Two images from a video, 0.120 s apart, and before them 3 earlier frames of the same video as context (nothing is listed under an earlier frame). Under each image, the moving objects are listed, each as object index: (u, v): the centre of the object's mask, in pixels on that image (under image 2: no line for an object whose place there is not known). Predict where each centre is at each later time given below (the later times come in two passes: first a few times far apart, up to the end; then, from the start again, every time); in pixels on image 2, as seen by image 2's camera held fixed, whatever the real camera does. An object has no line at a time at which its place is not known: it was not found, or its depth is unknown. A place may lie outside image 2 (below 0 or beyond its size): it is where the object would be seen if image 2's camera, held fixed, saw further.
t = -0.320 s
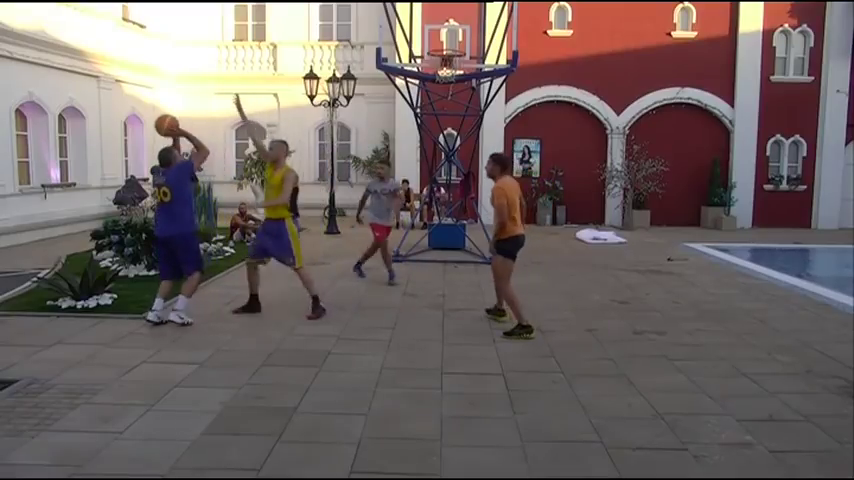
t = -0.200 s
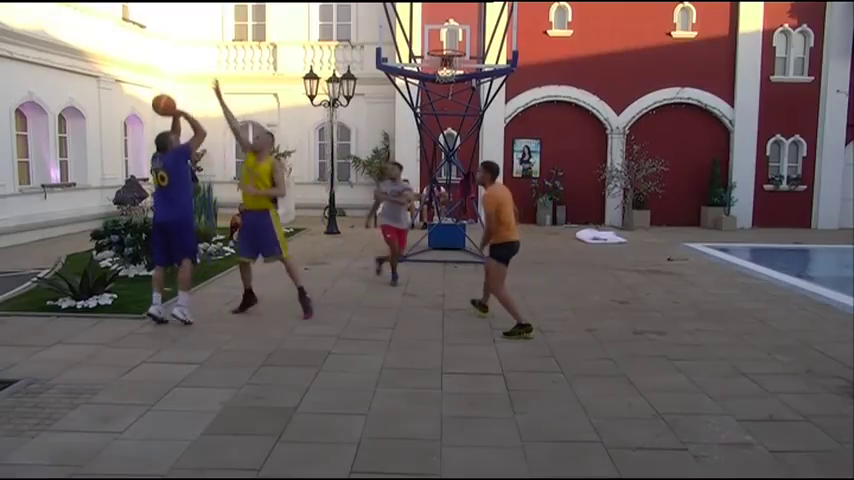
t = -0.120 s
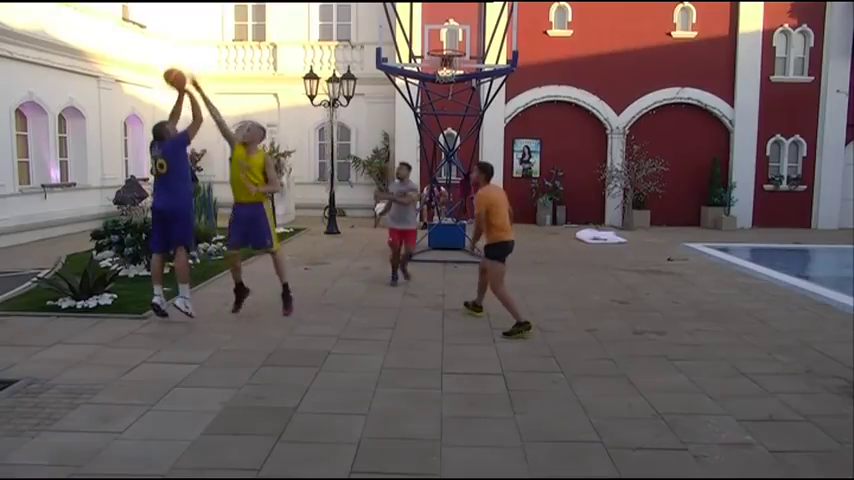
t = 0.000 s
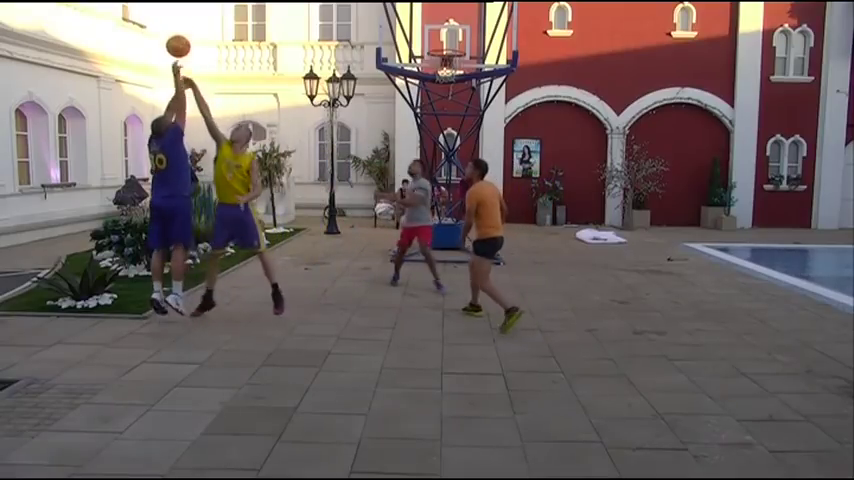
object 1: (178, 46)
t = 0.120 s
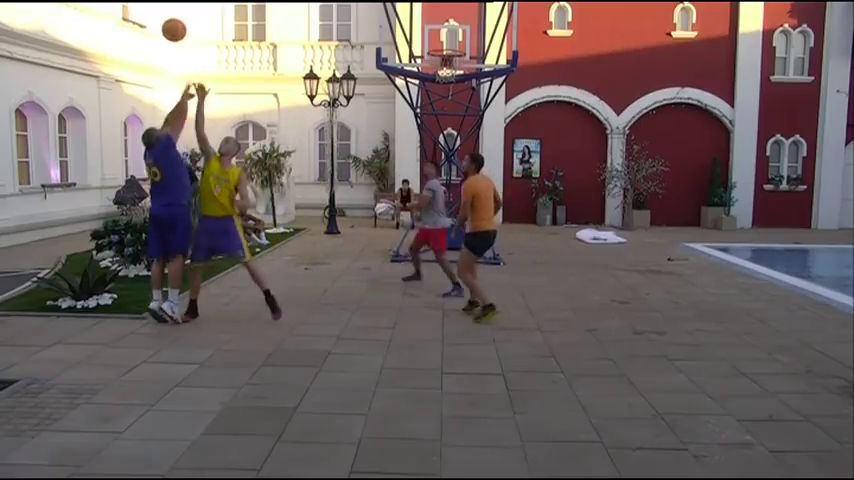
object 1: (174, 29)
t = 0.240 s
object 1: (170, 27)
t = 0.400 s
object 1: (165, 46)
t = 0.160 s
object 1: (172, 27)
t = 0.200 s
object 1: (171, 26)
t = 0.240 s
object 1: (170, 27)
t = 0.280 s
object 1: (168, 29)
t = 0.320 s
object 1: (167, 33)
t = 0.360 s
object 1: (166, 39)
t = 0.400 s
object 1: (165, 46)
